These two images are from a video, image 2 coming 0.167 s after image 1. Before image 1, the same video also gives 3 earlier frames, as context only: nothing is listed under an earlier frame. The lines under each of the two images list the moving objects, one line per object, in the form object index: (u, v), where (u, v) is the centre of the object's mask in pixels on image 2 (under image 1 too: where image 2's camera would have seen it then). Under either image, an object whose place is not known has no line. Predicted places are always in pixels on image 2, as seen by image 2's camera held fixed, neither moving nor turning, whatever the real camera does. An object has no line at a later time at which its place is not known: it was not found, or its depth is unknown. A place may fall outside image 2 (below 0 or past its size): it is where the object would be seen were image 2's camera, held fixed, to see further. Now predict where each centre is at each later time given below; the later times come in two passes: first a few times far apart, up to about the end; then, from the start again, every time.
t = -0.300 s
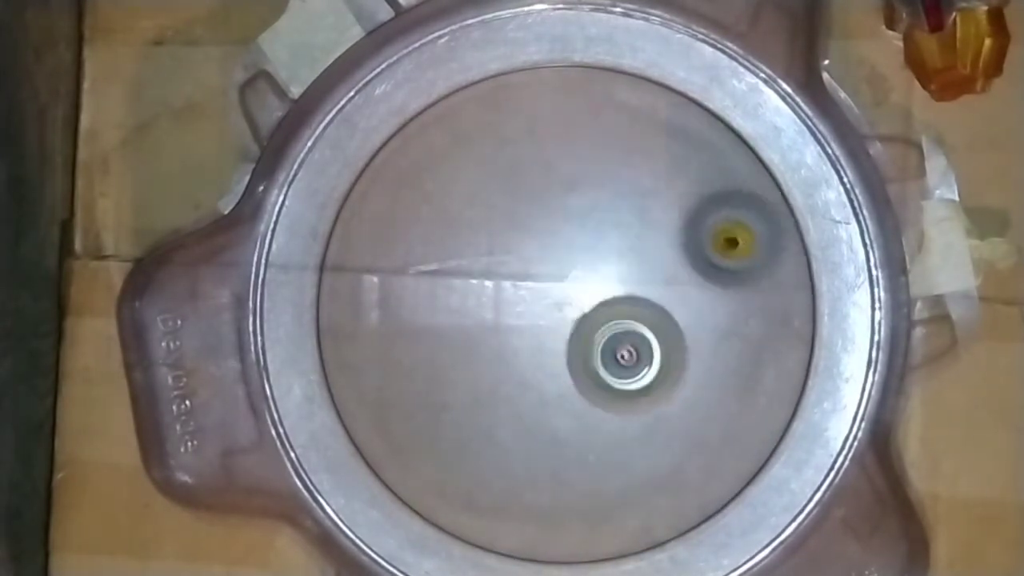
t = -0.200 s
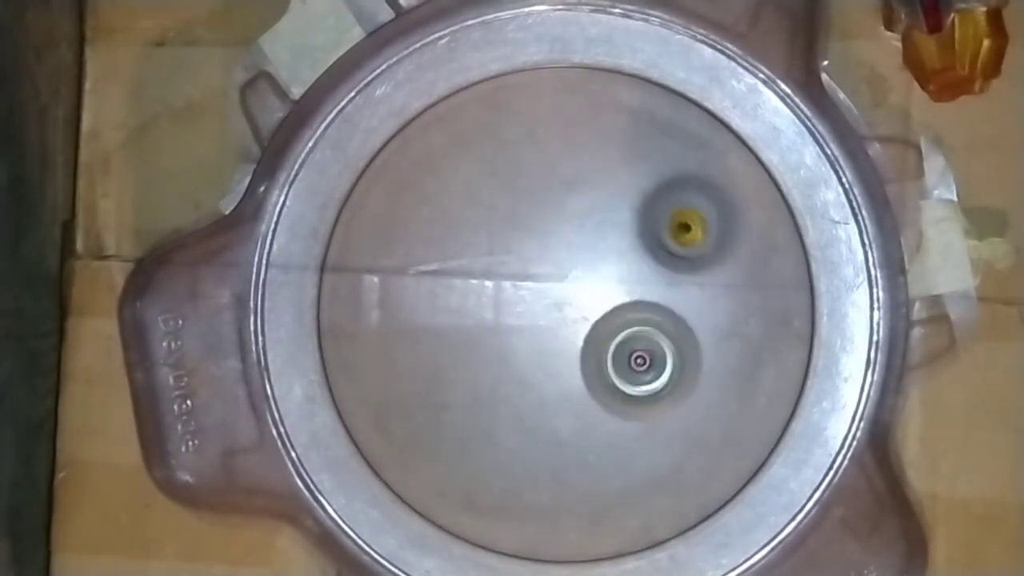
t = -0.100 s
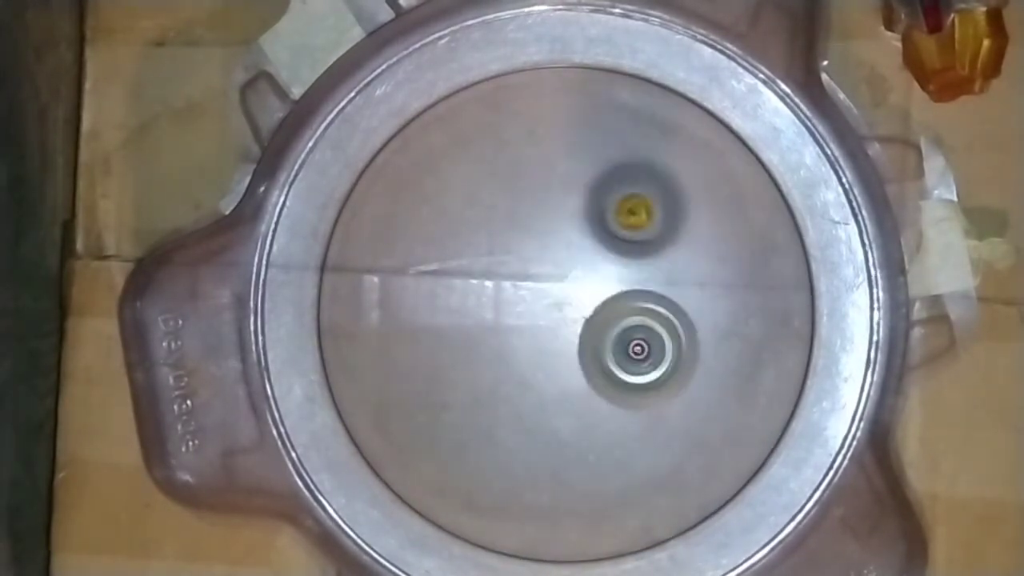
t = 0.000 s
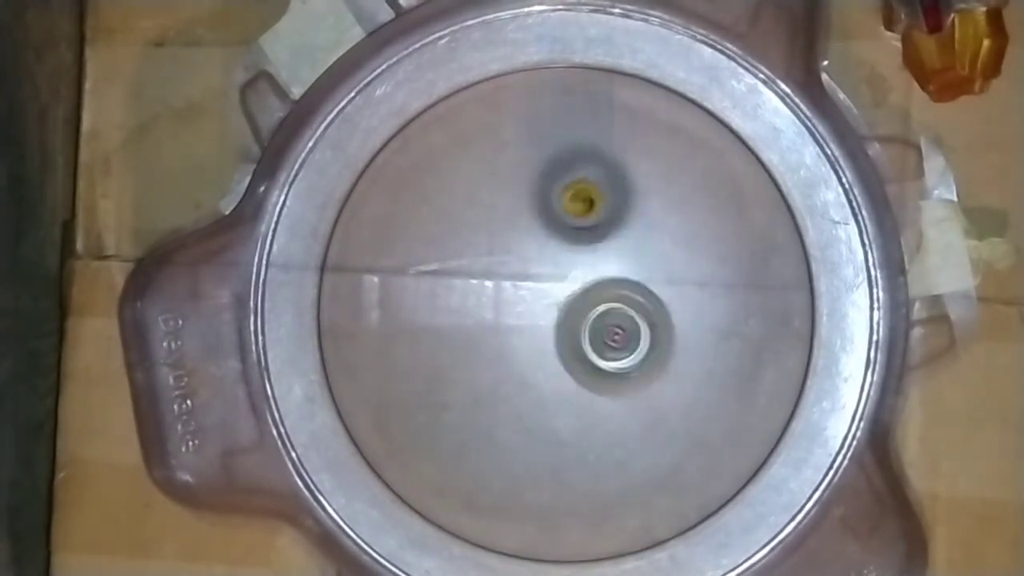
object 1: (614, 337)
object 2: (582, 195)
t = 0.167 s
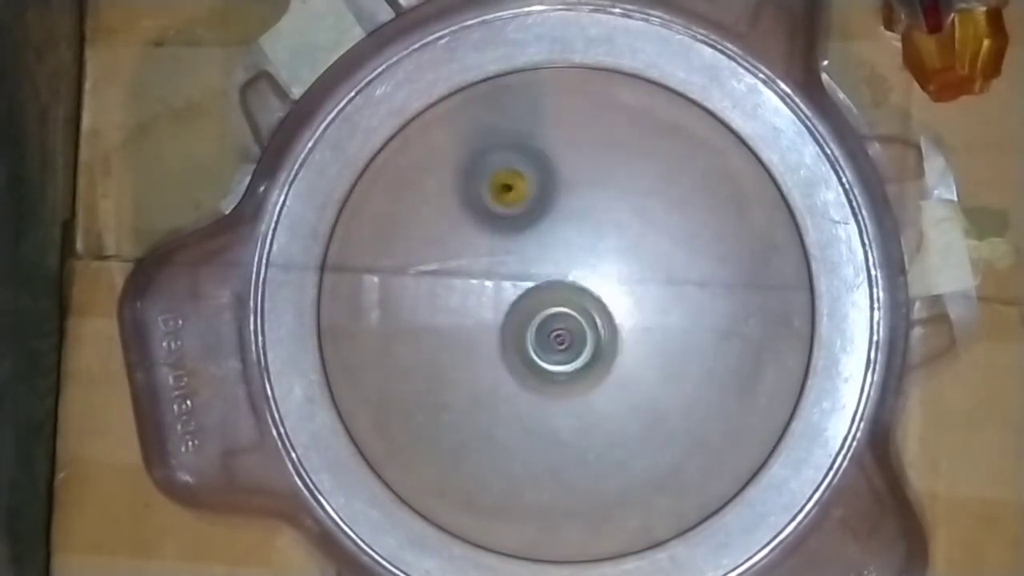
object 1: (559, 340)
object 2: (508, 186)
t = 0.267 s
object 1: (532, 354)
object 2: (470, 186)
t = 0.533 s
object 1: (537, 379)
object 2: (429, 238)
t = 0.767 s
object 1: (585, 312)
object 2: (438, 335)
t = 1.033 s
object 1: (641, 229)
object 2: (453, 419)
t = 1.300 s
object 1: (579, 227)
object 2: (545, 445)
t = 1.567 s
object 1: (561, 340)
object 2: (654, 416)
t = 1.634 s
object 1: (554, 359)
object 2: (690, 403)
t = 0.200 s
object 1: (548, 344)
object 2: (493, 186)
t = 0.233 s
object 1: (539, 349)
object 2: (482, 186)
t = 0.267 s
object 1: (532, 354)
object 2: (470, 186)
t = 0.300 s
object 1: (527, 360)
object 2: (460, 189)
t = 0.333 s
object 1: (523, 366)
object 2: (452, 193)
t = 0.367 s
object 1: (521, 372)
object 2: (444, 198)
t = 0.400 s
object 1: (522, 378)
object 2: (439, 204)
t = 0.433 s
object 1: (524, 381)
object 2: (434, 211)
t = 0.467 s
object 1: (528, 382)
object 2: (431, 219)
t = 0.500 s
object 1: (533, 381)
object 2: (430, 229)
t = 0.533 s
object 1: (537, 379)
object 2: (429, 238)
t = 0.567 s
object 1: (544, 374)
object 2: (430, 250)
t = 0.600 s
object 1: (551, 366)
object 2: (433, 263)
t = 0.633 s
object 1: (556, 357)
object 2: (435, 276)
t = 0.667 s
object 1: (560, 346)
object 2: (440, 289)
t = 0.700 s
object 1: (563, 335)
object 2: (447, 304)
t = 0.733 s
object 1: (569, 324)
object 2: (447, 317)
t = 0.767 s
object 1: (585, 312)
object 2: (438, 335)
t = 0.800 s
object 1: (598, 302)
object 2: (436, 347)
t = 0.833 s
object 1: (609, 293)
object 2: (435, 359)
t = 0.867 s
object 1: (619, 283)
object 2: (434, 371)
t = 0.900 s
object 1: (626, 272)
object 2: (435, 383)
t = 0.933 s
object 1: (633, 260)
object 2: (437, 393)
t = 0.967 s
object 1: (637, 249)
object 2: (442, 403)
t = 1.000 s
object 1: (640, 239)
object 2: (447, 411)
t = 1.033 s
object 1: (641, 229)
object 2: (453, 419)
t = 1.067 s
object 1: (641, 219)
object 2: (461, 426)
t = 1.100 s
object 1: (637, 211)
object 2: (471, 432)
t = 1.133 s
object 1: (630, 204)
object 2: (482, 436)
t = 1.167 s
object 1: (621, 201)
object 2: (493, 439)
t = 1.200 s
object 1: (610, 201)
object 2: (505, 442)
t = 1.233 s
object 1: (599, 206)
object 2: (518, 444)
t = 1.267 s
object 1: (588, 215)
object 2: (531, 446)
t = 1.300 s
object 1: (579, 227)
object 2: (545, 445)
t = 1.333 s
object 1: (571, 241)
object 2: (560, 444)
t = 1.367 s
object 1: (567, 255)
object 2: (574, 441)
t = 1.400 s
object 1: (563, 269)
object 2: (589, 439)
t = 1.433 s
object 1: (560, 284)
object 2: (602, 436)
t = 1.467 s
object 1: (559, 299)
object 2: (616, 431)
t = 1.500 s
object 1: (559, 314)
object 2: (628, 426)
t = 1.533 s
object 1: (560, 328)
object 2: (641, 420)
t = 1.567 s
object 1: (561, 340)
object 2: (654, 416)
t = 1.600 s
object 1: (556, 351)
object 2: (680, 409)
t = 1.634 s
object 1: (554, 359)
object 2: (690, 403)
